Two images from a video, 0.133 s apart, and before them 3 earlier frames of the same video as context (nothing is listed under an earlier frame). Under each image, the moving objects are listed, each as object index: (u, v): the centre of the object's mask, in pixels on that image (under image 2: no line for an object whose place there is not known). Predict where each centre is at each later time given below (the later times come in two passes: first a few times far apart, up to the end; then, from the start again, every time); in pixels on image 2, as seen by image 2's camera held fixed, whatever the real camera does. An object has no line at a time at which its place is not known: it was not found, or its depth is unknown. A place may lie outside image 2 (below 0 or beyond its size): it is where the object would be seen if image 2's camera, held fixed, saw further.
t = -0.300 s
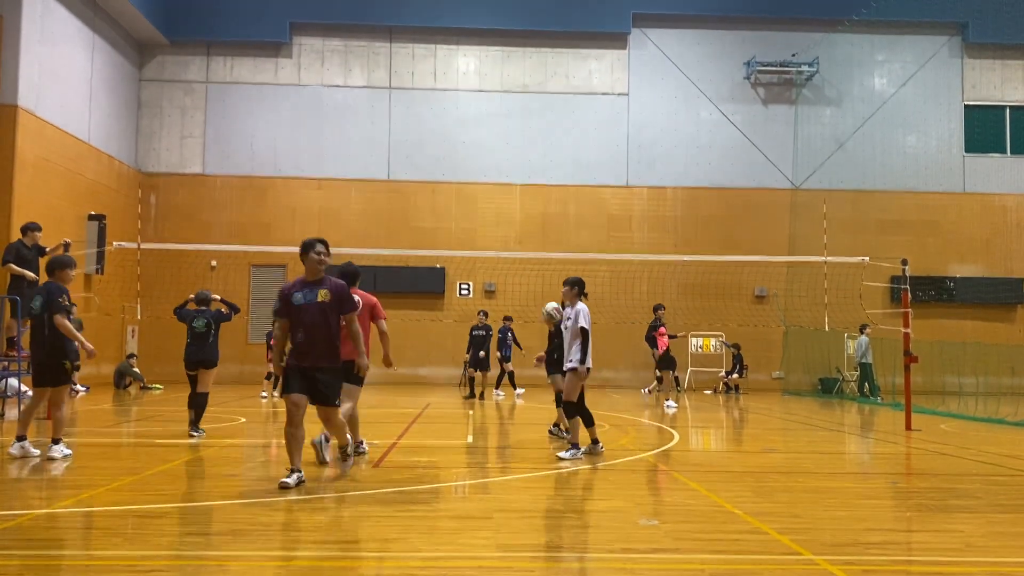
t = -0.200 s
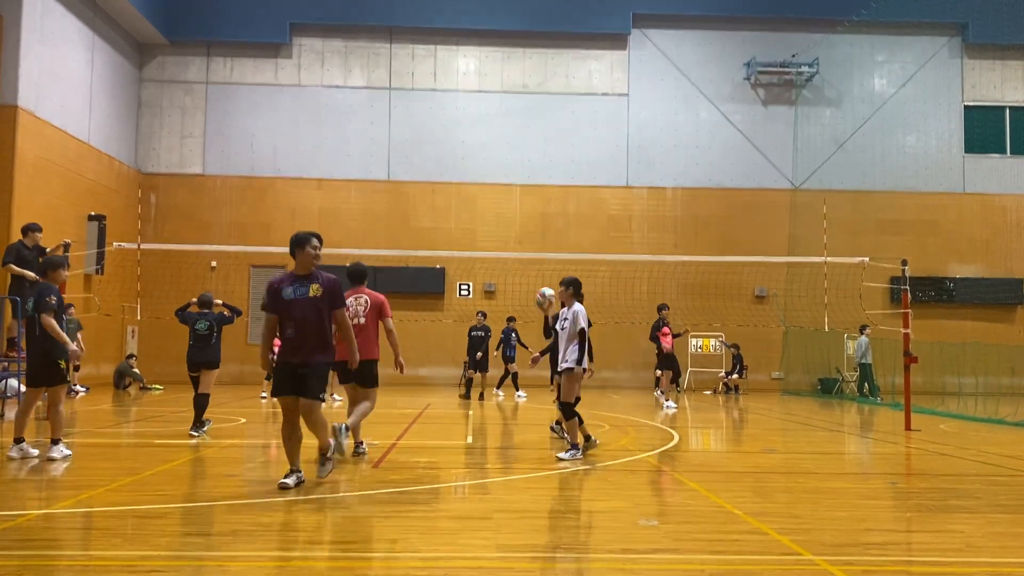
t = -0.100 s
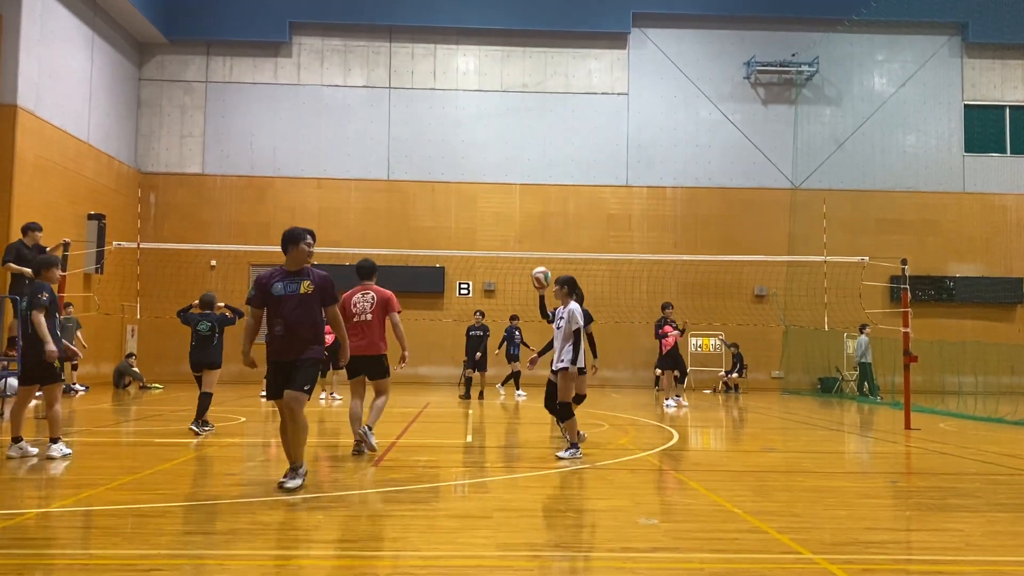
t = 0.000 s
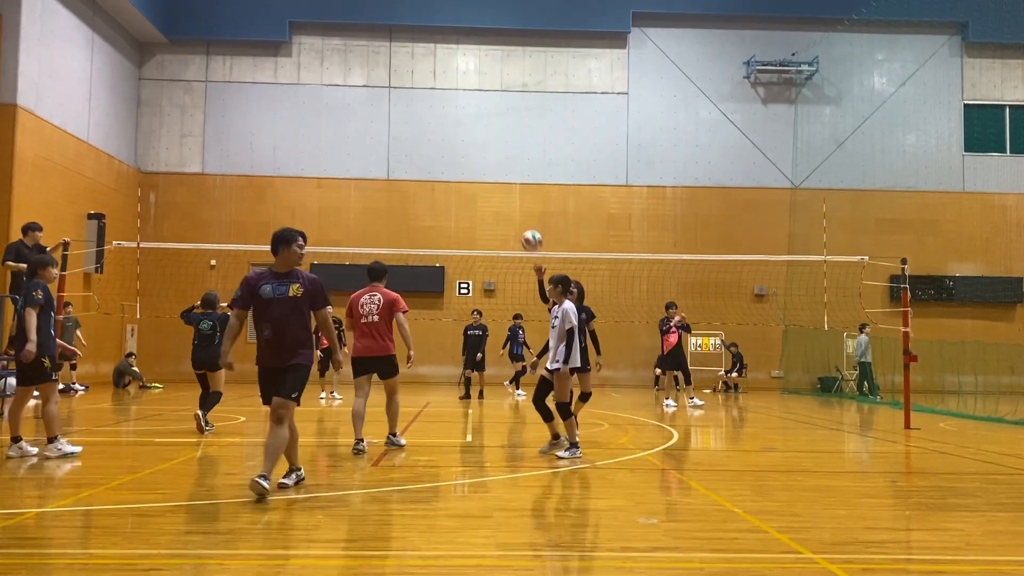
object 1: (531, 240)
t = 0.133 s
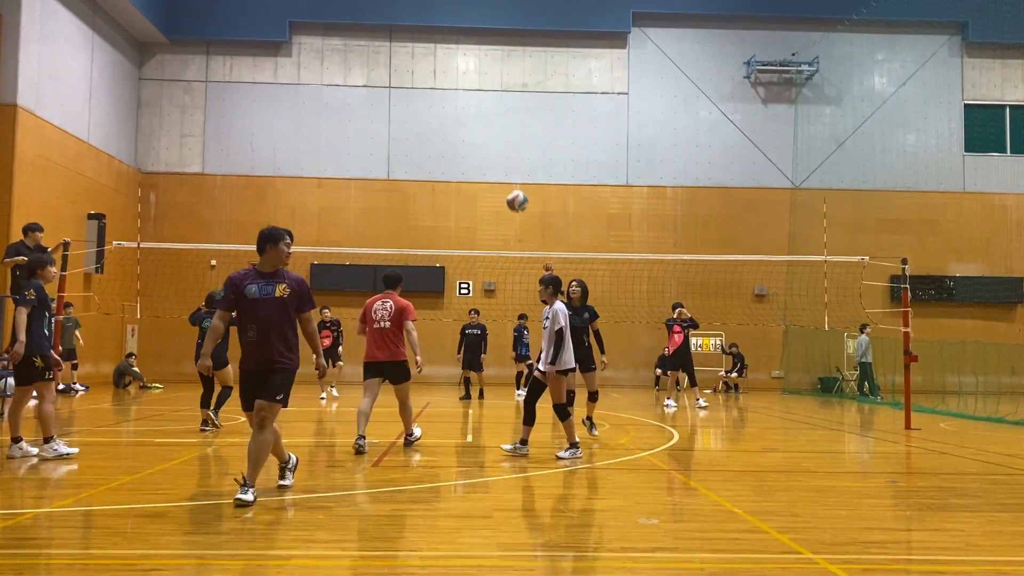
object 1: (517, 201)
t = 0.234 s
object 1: (505, 181)
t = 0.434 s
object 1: (479, 170)
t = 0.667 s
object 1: (442, 216)
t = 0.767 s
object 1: (423, 259)
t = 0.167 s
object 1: (513, 194)
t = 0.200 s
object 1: (509, 187)
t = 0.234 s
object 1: (505, 181)
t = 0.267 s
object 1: (501, 177)
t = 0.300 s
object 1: (497, 173)
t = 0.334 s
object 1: (492, 171)
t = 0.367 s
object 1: (488, 170)
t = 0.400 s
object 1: (484, 170)
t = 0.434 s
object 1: (479, 170)
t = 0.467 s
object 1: (474, 173)
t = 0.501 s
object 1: (469, 177)
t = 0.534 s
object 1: (464, 182)
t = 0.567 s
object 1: (459, 188)
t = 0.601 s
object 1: (453, 196)
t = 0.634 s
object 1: (448, 206)
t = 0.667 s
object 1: (442, 216)
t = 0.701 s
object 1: (436, 229)
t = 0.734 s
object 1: (430, 243)
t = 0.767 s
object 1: (423, 259)
